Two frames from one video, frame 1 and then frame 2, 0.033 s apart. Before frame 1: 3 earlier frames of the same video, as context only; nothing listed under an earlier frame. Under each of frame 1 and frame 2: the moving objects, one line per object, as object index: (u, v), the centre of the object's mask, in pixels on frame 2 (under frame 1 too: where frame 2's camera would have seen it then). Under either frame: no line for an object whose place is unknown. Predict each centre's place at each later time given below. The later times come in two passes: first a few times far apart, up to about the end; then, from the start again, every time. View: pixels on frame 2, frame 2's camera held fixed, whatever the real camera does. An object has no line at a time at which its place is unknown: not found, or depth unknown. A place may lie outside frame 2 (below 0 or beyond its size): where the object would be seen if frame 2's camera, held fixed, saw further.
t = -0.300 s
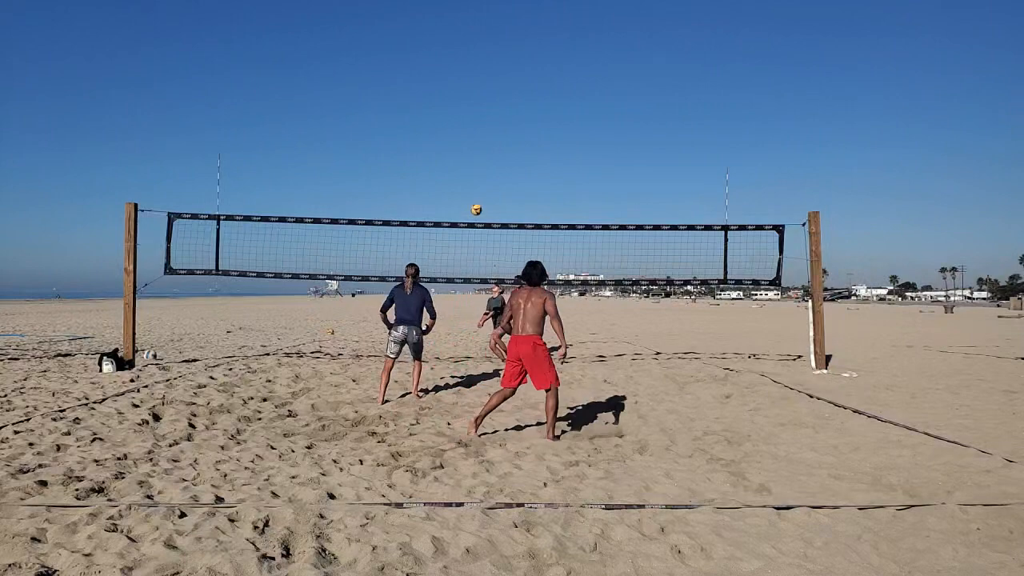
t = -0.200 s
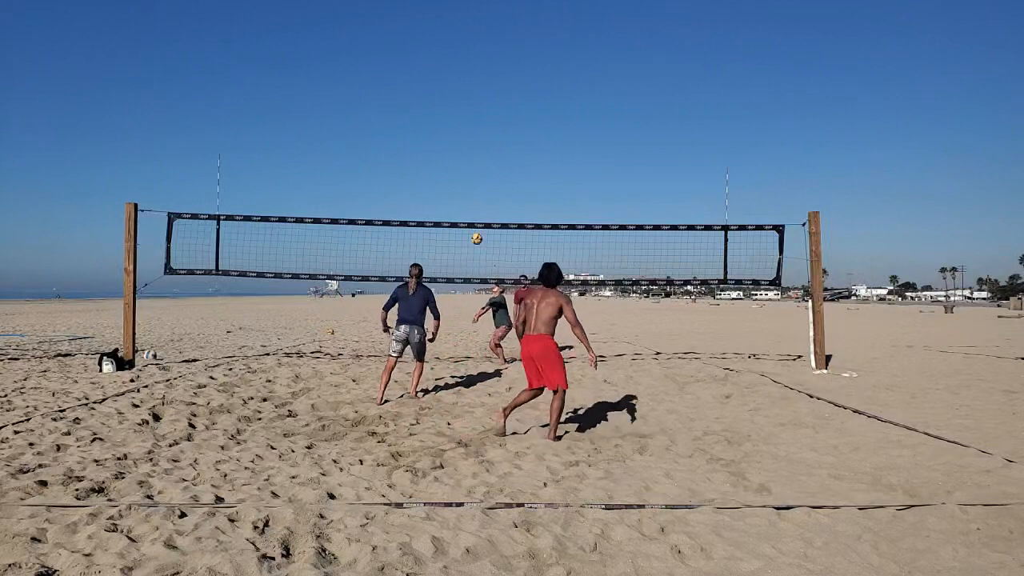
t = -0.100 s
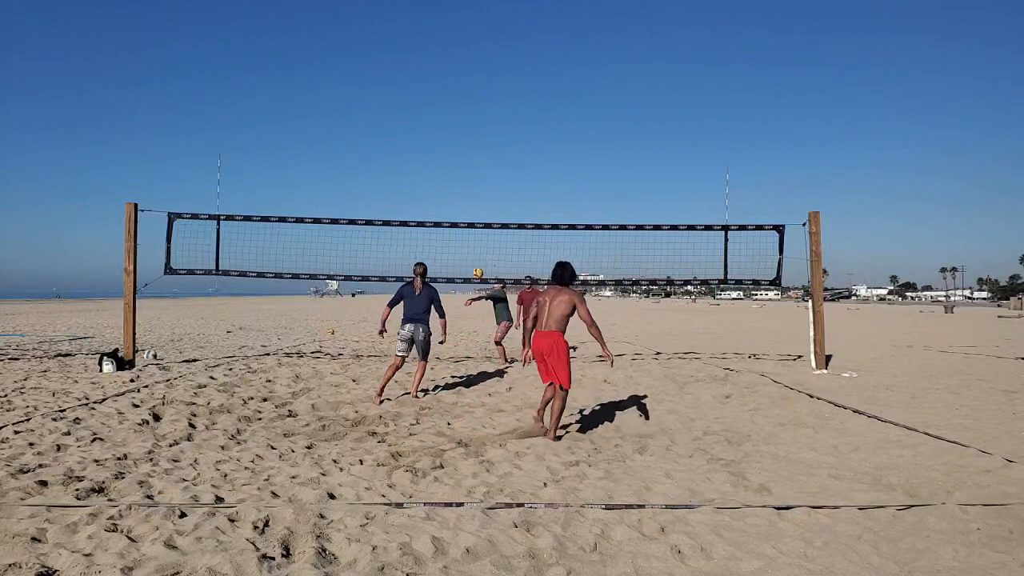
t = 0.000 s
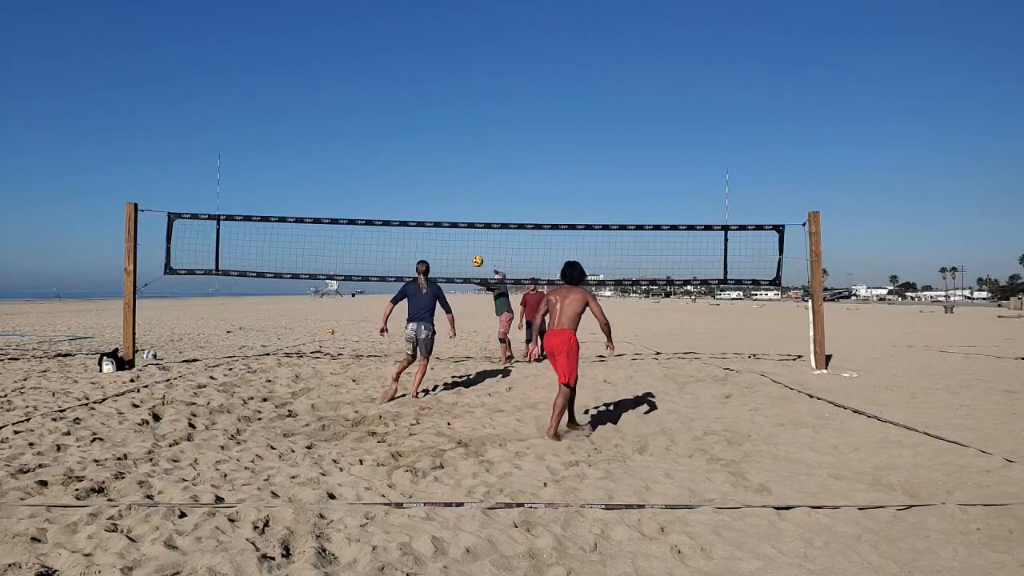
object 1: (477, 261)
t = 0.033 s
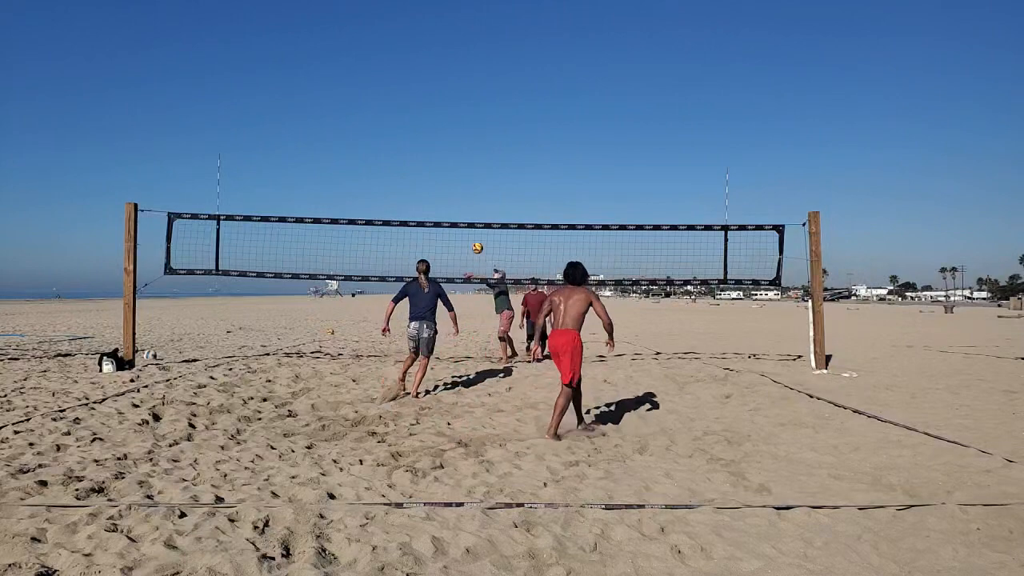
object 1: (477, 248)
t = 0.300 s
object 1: (477, 161)
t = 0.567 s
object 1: (477, 116)
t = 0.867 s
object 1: (477, 112)
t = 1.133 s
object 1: (479, 153)
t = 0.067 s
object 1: (477, 235)
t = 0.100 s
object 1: (478, 220)
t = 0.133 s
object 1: (477, 211)
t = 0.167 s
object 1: (477, 199)
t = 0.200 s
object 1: (477, 189)
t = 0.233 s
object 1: (477, 179)
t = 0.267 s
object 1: (477, 170)
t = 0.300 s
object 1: (477, 161)
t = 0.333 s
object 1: (477, 154)
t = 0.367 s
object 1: (476, 146)
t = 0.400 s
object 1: (477, 140)
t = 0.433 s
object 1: (477, 134)
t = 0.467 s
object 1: (477, 129)
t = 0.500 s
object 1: (477, 123)
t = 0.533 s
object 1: (477, 120)
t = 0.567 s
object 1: (477, 116)
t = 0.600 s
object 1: (477, 113)
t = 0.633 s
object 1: (477, 110)
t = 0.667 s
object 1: (477, 109)
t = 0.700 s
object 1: (477, 108)
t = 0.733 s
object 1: (477, 108)
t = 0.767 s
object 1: (477, 108)
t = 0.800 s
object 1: (477, 109)
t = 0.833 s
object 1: (477, 110)
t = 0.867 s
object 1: (477, 112)
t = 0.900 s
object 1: (478, 116)
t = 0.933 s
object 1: (478, 119)
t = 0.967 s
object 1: (478, 123)
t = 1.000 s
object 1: (478, 127)
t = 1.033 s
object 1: (478, 133)
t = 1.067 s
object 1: (478, 139)
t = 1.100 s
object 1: (479, 146)
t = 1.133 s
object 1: (479, 153)
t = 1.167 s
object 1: (480, 161)
